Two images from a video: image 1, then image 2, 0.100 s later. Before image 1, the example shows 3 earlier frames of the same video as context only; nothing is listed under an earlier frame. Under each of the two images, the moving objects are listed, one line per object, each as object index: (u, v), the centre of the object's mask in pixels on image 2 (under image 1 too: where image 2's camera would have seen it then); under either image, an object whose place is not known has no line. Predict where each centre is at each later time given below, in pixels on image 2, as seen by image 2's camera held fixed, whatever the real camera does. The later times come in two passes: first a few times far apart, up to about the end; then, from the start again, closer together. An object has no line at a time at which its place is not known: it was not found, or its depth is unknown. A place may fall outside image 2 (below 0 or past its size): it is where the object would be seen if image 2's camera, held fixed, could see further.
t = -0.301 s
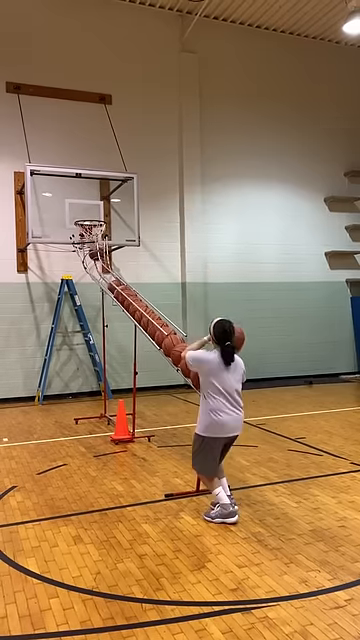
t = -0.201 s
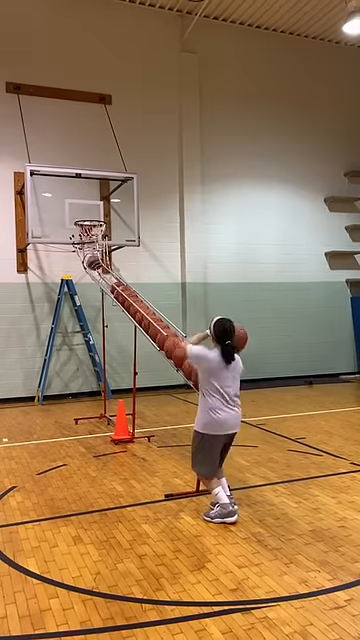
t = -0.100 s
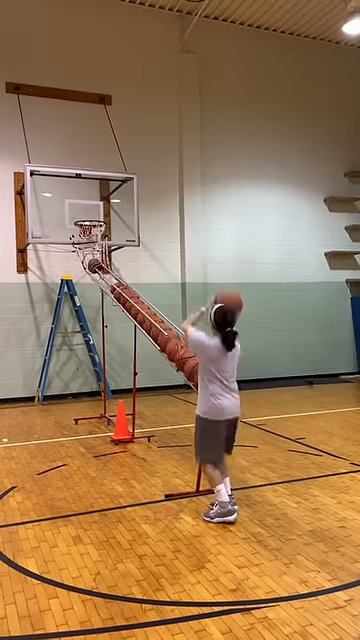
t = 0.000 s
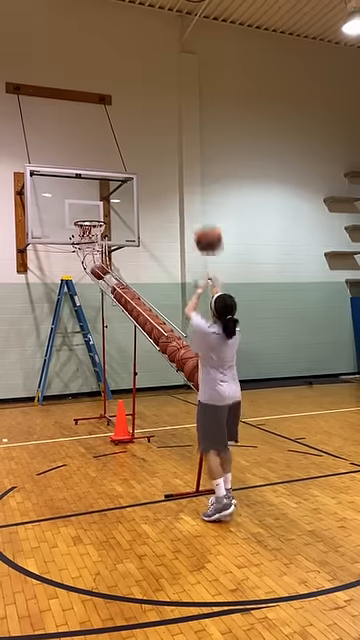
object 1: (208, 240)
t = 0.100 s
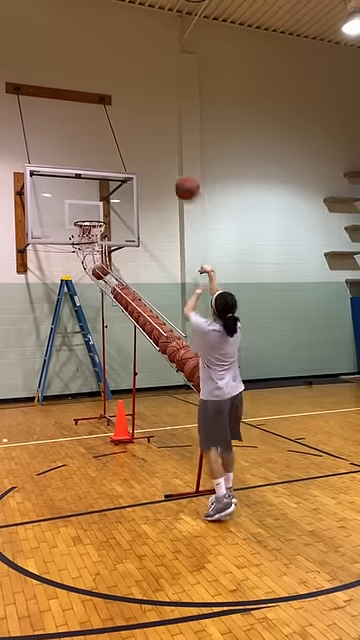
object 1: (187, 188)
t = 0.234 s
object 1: (163, 143)
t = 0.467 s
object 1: (132, 118)
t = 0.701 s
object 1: (109, 140)
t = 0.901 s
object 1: (96, 183)
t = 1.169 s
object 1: (92, 257)
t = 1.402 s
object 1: (100, 270)
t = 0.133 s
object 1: (181, 174)
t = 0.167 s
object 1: (175, 163)
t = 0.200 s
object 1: (169, 151)
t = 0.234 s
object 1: (163, 143)
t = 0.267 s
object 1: (158, 137)
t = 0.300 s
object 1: (153, 131)
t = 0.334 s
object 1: (149, 126)
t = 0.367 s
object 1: (144, 122)
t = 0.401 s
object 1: (140, 120)
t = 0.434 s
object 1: (136, 119)
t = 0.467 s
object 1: (132, 118)
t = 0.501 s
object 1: (128, 119)
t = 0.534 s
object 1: (125, 121)
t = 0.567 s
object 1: (122, 123)
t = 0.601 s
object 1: (119, 126)
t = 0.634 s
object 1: (115, 130)
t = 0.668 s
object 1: (112, 134)
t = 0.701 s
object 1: (109, 140)
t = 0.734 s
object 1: (106, 146)
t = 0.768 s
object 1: (104, 152)
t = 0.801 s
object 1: (101, 159)
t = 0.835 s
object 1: (99, 167)
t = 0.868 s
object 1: (96, 175)
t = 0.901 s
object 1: (96, 183)
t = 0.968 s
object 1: (91, 201)
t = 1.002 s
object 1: (89, 212)
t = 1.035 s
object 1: (87, 220)
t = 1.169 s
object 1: (92, 257)
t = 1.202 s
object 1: (93, 265)
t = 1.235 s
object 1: (94, 265)
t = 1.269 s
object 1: (94, 265)
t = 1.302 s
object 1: (95, 269)
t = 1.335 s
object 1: (97, 269)
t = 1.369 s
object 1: (98, 270)
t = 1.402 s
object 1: (100, 270)
